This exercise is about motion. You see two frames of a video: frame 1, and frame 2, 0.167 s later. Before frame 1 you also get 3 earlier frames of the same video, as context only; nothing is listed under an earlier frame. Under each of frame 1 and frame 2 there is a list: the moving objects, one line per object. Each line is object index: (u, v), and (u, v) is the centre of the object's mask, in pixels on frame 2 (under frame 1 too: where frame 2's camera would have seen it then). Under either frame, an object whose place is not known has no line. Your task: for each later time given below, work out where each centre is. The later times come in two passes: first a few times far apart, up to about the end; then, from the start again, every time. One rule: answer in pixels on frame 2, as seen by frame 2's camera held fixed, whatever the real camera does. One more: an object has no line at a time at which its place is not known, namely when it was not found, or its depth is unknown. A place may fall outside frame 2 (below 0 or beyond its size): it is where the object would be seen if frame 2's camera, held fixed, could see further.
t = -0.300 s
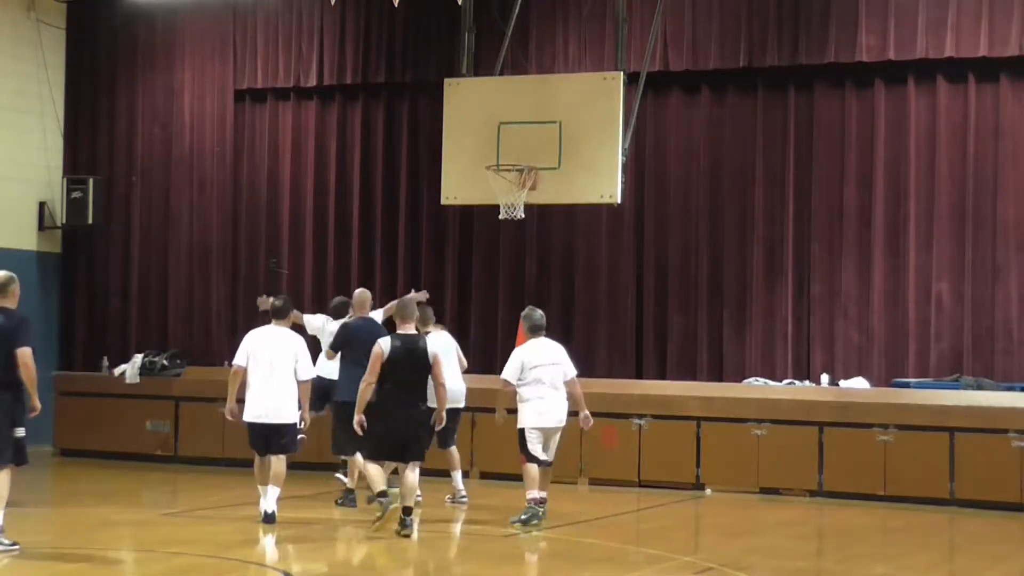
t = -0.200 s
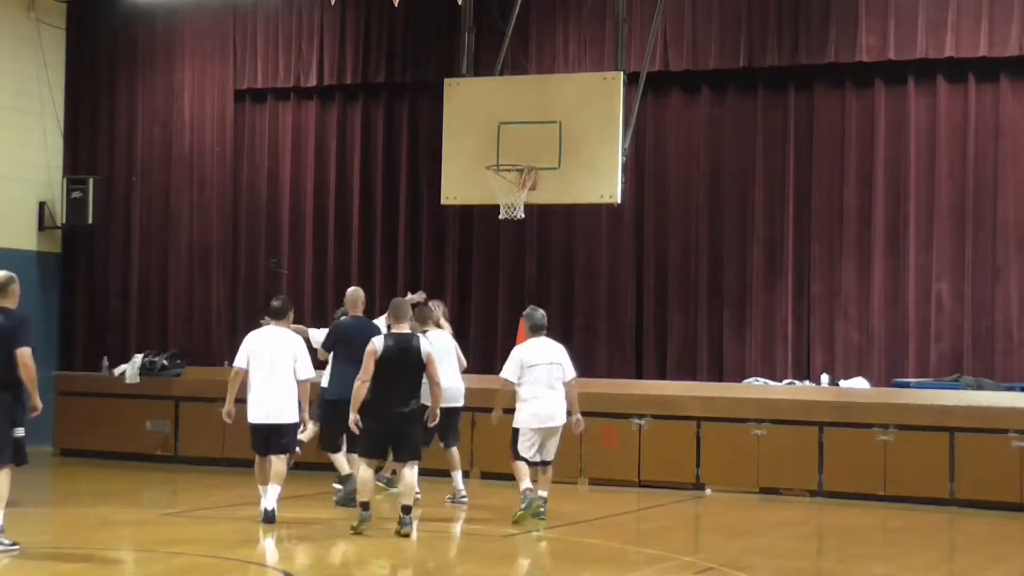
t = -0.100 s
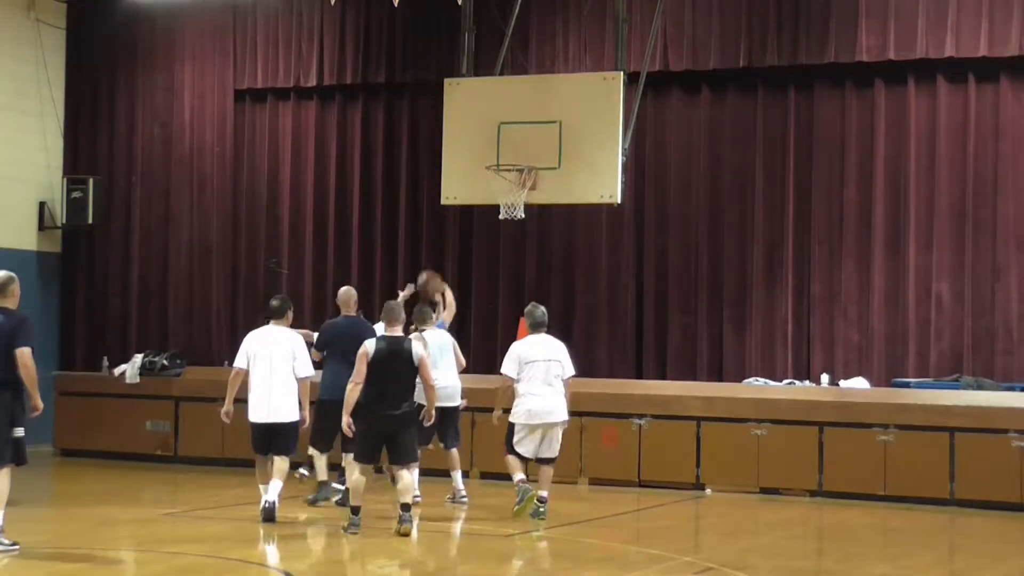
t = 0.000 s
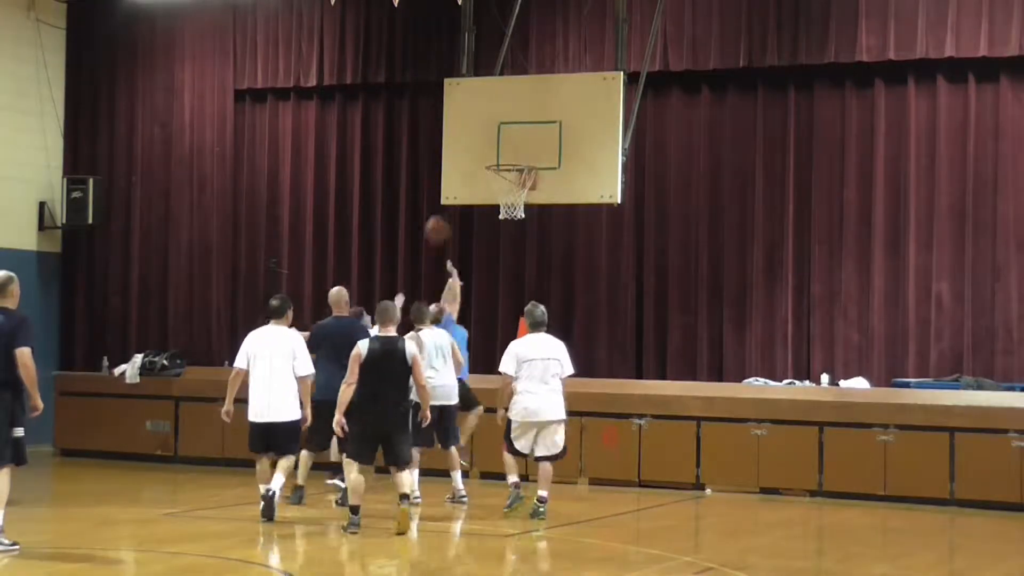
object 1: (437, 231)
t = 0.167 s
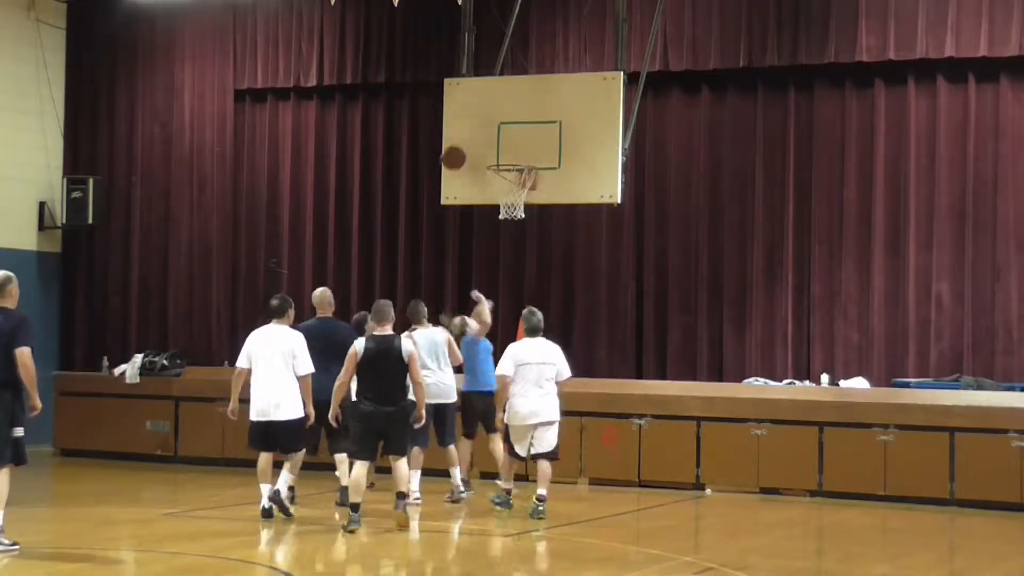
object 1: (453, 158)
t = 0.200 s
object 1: (457, 146)
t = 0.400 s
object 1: (474, 103)
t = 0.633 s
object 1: (493, 103)
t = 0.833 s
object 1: (508, 148)
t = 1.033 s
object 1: (517, 211)
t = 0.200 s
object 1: (457, 146)
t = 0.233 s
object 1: (460, 136)
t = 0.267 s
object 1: (463, 127)
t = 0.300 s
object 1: (465, 120)
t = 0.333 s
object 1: (468, 113)
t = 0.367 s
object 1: (471, 107)
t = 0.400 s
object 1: (474, 103)
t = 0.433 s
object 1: (476, 99)
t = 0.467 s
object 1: (479, 97)
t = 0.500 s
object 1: (482, 96)
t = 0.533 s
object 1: (485, 96)
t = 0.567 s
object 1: (487, 97)
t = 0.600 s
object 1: (490, 100)
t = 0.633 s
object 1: (493, 103)
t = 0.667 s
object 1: (496, 108)
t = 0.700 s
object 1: (498, 114)
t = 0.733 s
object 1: (501, 120)
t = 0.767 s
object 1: (504, 128)
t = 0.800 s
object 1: (507, 138)
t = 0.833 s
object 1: (508, 148)
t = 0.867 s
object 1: (511, 160)
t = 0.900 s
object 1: (513, 173)
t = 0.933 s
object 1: (516, 184)
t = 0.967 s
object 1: (515, 198)
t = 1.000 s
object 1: (520, 197)
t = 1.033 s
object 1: (517, 211)
